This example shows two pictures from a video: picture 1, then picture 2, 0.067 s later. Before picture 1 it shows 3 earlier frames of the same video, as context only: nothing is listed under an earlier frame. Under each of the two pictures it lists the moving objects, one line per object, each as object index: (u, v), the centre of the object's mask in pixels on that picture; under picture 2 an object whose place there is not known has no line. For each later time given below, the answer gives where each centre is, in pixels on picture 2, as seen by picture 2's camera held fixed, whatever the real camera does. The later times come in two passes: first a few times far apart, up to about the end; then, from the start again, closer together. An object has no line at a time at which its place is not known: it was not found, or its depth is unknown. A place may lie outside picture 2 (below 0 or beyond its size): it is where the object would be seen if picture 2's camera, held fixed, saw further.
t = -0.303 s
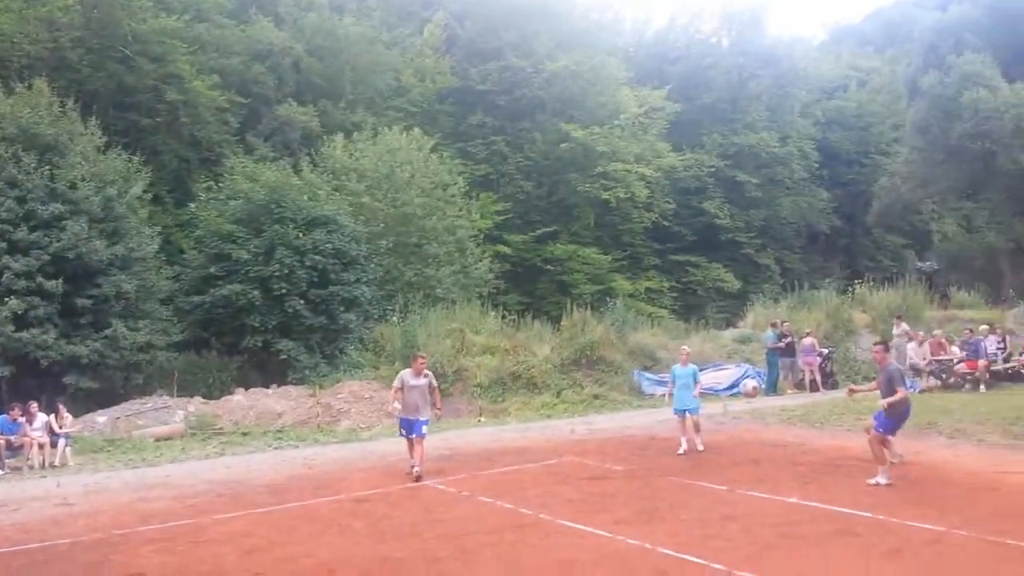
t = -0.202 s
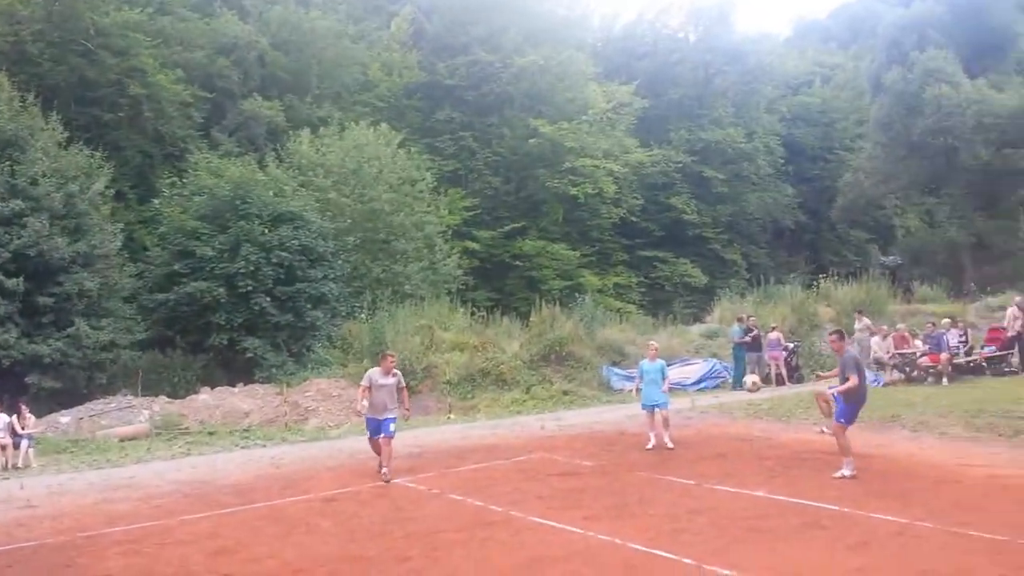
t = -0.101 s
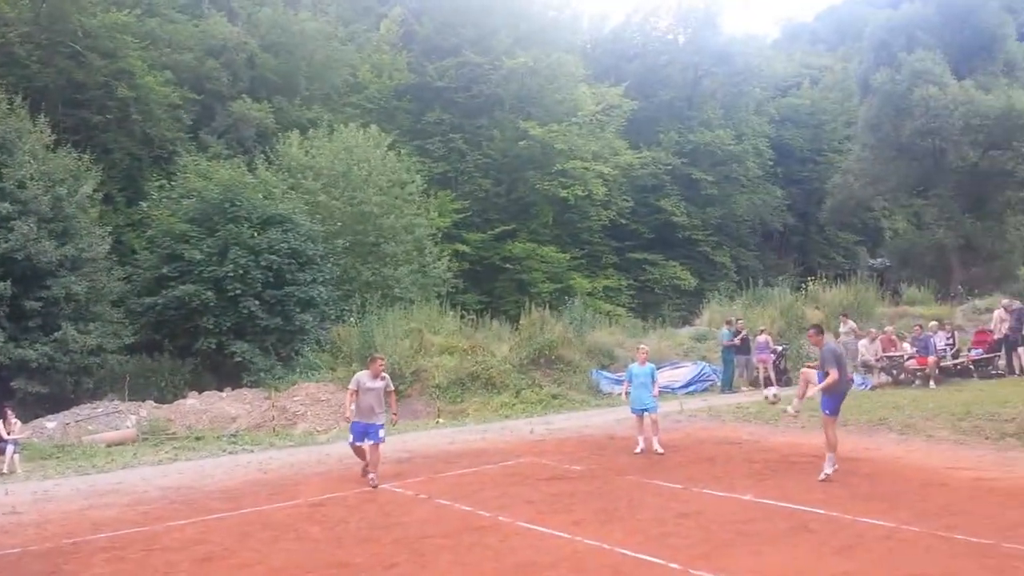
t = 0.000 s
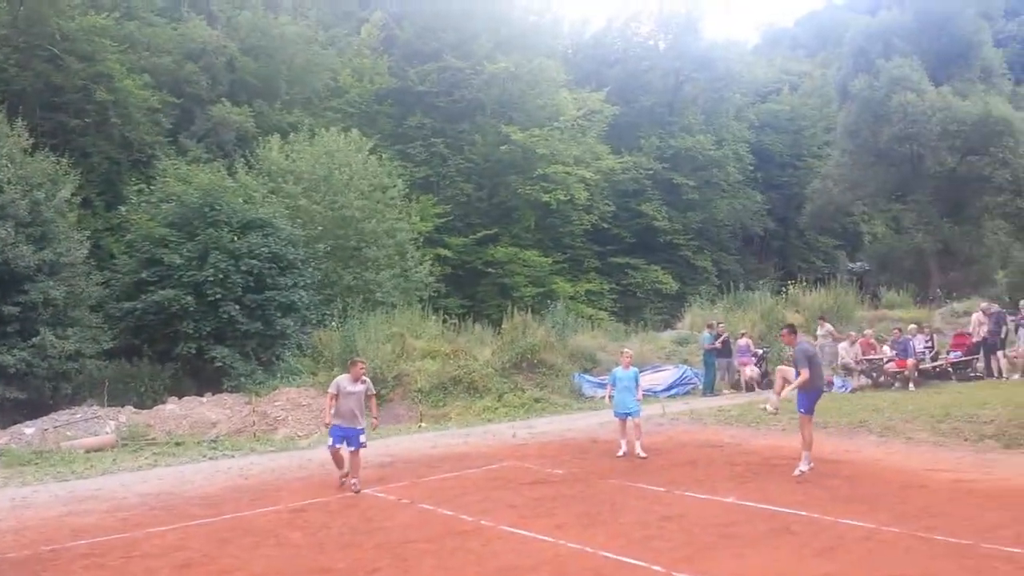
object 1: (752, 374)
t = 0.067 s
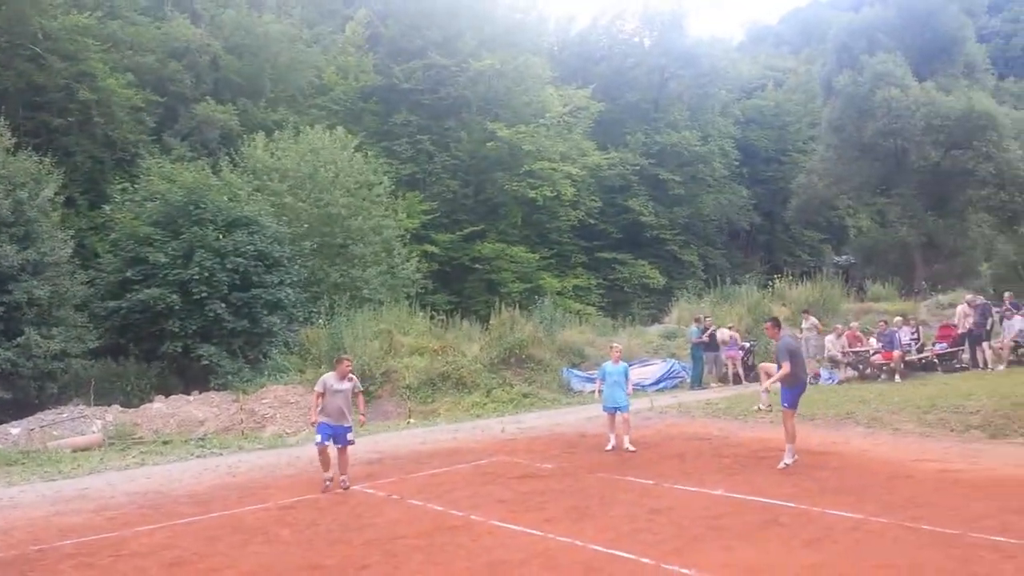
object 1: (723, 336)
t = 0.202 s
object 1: (693, 284)
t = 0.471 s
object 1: (626, 211)
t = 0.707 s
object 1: (569, 189)
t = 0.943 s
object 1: (506, 212)
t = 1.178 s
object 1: (443, 285)
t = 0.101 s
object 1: (715, 320)
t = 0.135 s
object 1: (708, 308)
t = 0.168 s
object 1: (700, 295)
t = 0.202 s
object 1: (693, 284)
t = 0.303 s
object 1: (668, 250)
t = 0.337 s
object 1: (660, 241)
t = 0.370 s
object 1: (652, 232)
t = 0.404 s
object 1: (644, 225)
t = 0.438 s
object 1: (635, 217)
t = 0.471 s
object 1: (626, 211)
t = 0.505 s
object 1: (617, 206)
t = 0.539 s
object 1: (609, 202)
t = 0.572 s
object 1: (599, 195)
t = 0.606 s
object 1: (593, 192)
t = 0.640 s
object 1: (586, 191)
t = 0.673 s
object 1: (578, 189)
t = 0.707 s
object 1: (569, 189)
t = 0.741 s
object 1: (561, 190)
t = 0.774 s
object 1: (552, 190)
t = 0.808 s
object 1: (544, 193)
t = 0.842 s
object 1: (533, 196)
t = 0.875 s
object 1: (524, 201)
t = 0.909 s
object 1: (515, 207)
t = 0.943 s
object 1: (506, 212)
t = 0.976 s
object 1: (496, 219)
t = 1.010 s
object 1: (487, 228)
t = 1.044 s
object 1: (479, 236)
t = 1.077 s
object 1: (471, 248)
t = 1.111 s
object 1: (461, 259)
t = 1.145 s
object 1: (452, 271)
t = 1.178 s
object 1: (443, 285)
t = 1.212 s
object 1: (434, 300)
